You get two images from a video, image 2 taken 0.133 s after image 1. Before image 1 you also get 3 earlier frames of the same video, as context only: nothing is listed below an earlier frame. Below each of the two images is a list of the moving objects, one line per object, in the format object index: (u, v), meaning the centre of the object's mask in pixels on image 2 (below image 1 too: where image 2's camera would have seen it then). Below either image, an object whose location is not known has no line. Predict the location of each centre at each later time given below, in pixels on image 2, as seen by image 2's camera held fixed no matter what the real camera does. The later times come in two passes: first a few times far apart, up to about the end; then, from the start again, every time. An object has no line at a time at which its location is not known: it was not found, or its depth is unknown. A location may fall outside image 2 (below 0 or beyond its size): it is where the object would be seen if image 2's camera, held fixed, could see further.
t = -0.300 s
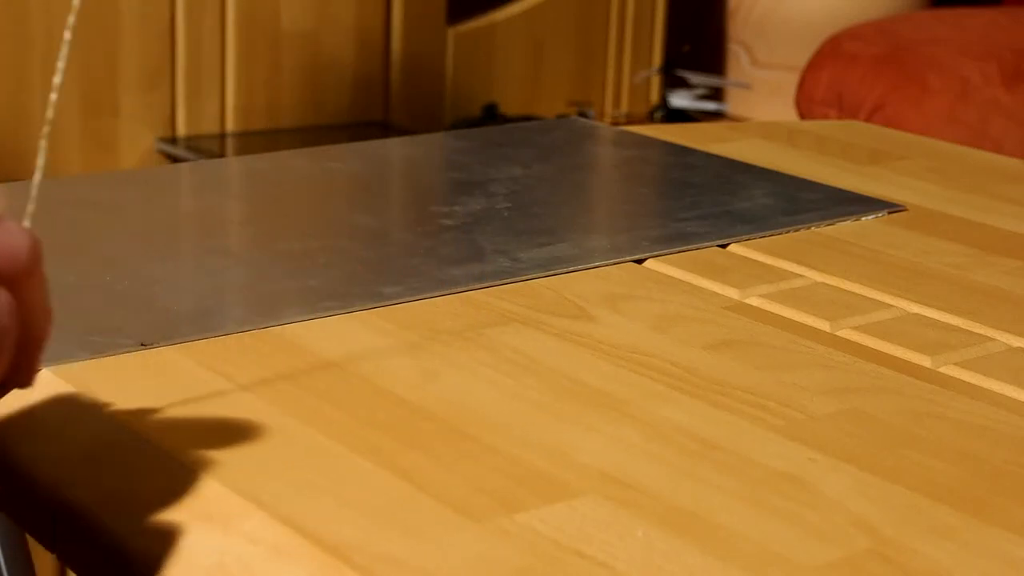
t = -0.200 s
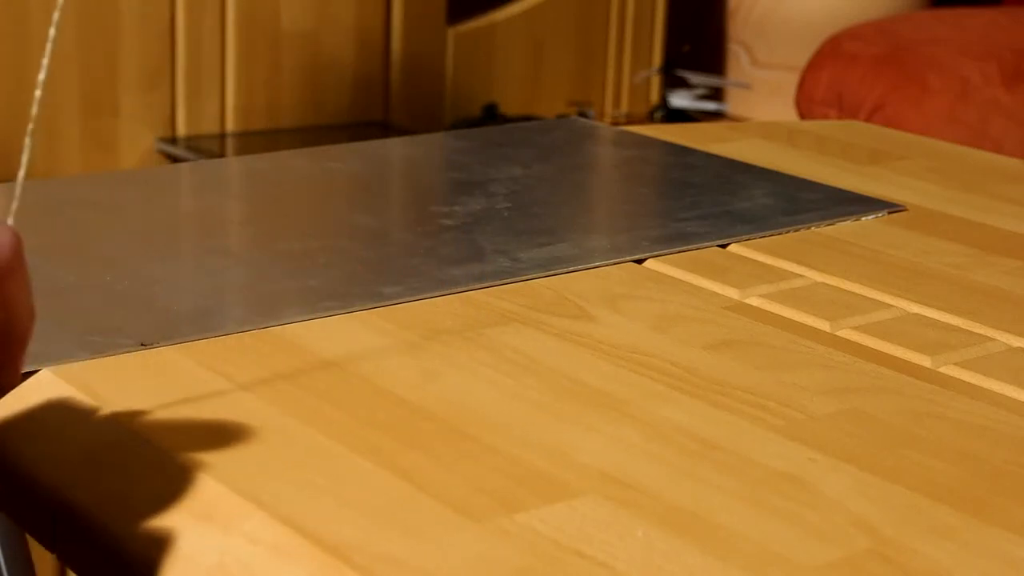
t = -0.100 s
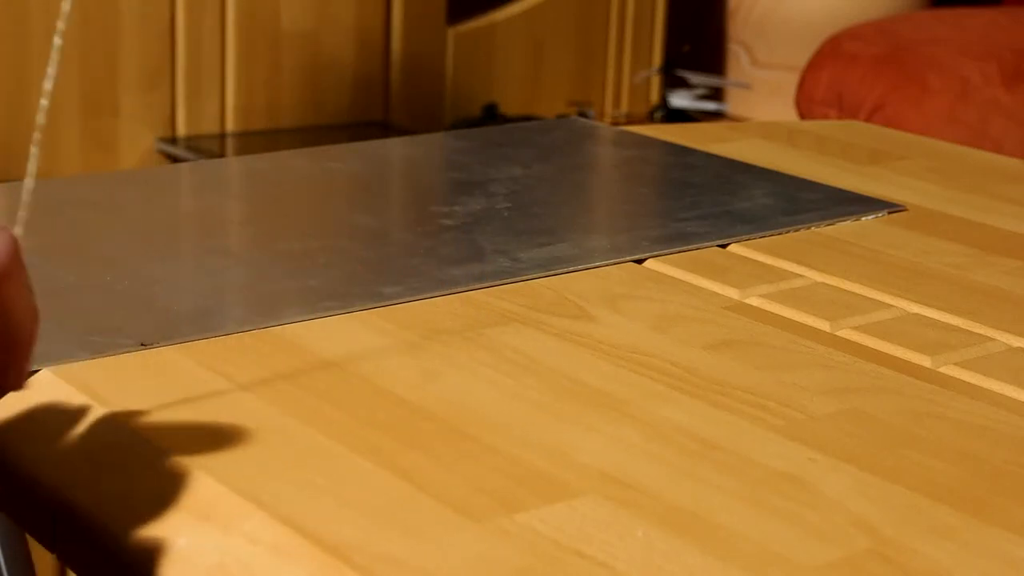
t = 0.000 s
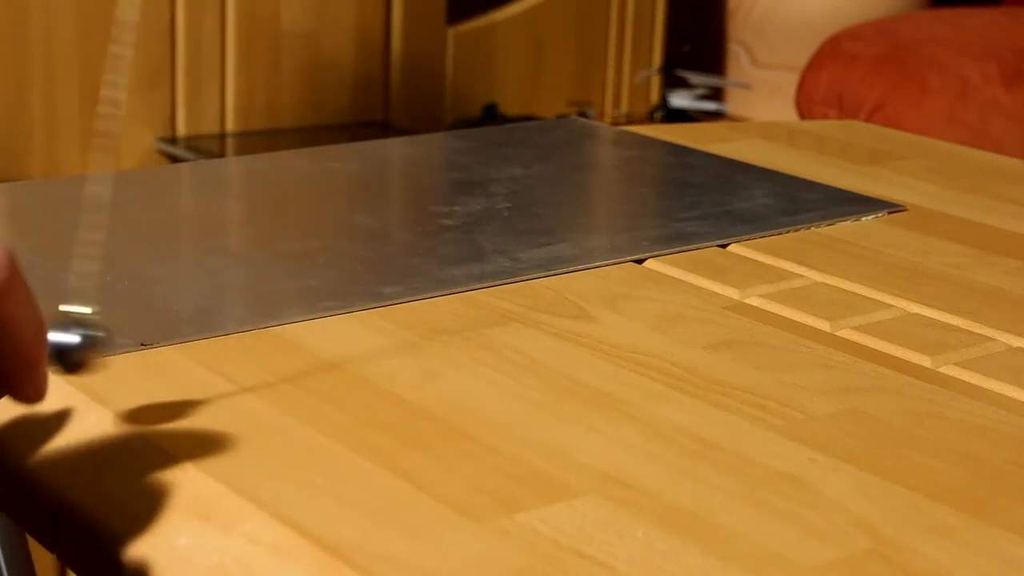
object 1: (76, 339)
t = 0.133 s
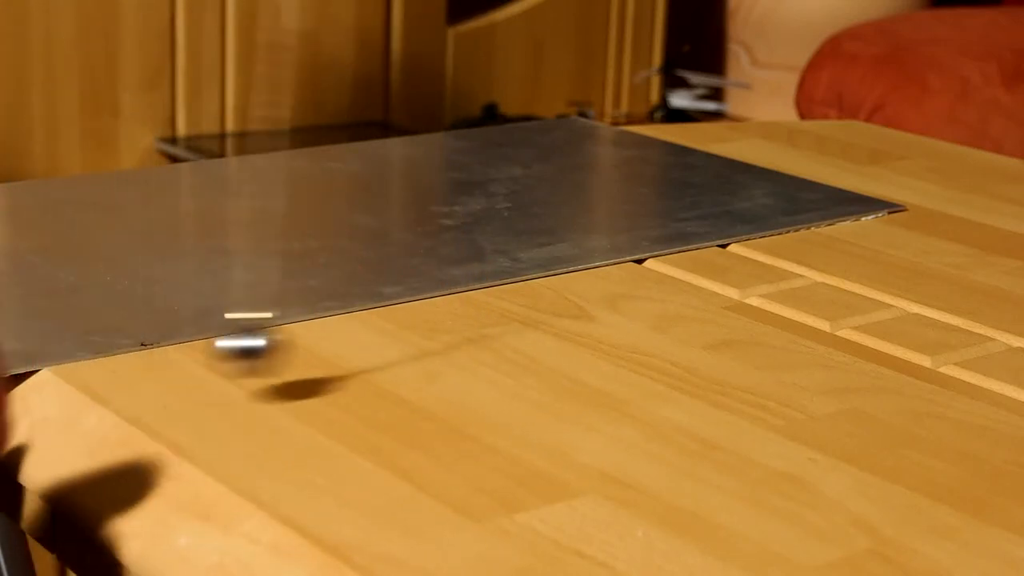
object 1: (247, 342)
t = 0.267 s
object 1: (452, 323)
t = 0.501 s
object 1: (731, 264)
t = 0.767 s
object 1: (797, 244)
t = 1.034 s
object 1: (566, 314)
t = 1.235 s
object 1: (267, 347)
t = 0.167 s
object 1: (297, 341)
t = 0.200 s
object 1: (350, 335)
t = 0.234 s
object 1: (401, 330)
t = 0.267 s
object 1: (452, 323)
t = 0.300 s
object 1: (500, 316)
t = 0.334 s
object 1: (548, 308)
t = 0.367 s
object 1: (592, 301)
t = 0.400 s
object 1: (636, 293)
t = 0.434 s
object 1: (668, 283)
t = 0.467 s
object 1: (704, 271)
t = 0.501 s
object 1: (731, 264)
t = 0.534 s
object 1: (755, 256)
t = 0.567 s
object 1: (776, 246)
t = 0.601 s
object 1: (791, 242)
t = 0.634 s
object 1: (801, 240)
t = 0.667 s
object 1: (806, 238)
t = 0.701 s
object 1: (807, 238)
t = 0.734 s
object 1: (805, 240)
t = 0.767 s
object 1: (797, 244)
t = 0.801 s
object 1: (784, 249)
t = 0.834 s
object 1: (767, 256)
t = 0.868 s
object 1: (744, 264)
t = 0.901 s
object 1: (716, 274)
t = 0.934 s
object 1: (684, 284)
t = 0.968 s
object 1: (648, 294)
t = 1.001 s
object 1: (609, 305)
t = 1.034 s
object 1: (566, 314)
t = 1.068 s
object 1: (519, 323)
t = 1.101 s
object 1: (471, 331)
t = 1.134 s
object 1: (420, 337)
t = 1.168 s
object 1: (370, 343)
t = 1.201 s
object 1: (319, 346)
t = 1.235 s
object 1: (267, 347)
